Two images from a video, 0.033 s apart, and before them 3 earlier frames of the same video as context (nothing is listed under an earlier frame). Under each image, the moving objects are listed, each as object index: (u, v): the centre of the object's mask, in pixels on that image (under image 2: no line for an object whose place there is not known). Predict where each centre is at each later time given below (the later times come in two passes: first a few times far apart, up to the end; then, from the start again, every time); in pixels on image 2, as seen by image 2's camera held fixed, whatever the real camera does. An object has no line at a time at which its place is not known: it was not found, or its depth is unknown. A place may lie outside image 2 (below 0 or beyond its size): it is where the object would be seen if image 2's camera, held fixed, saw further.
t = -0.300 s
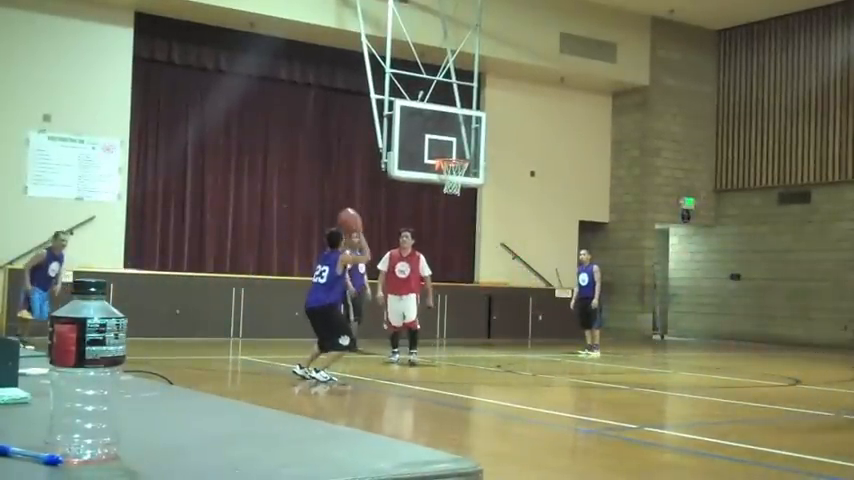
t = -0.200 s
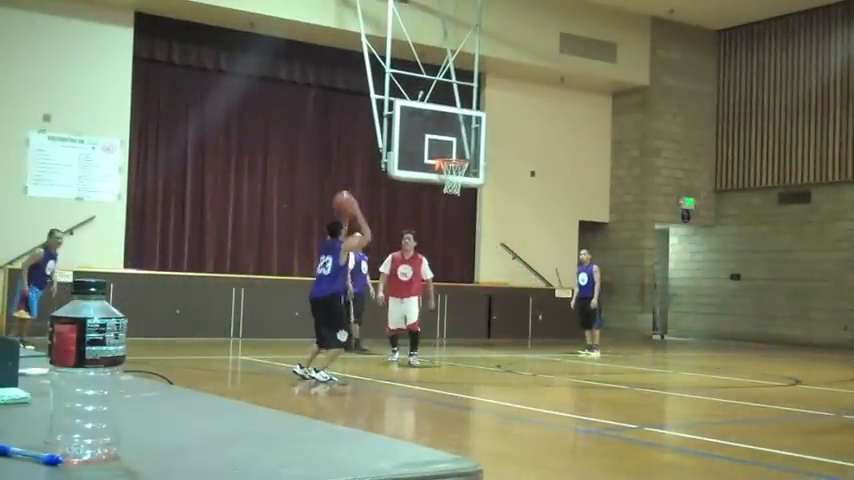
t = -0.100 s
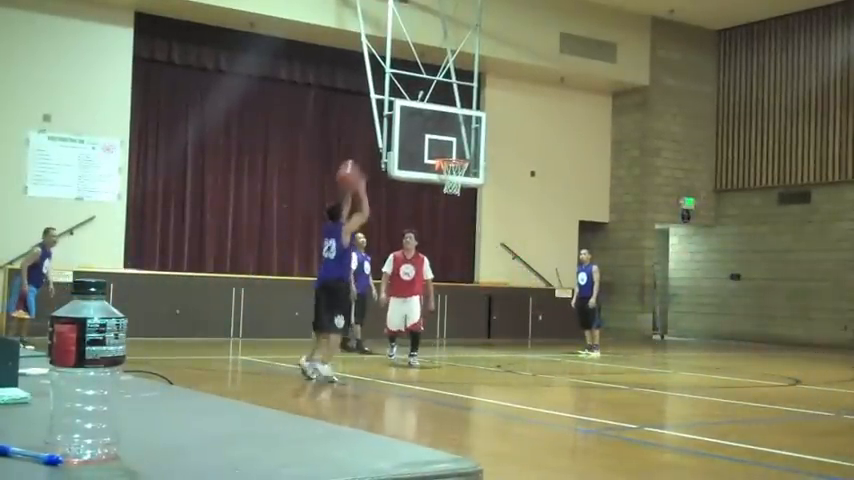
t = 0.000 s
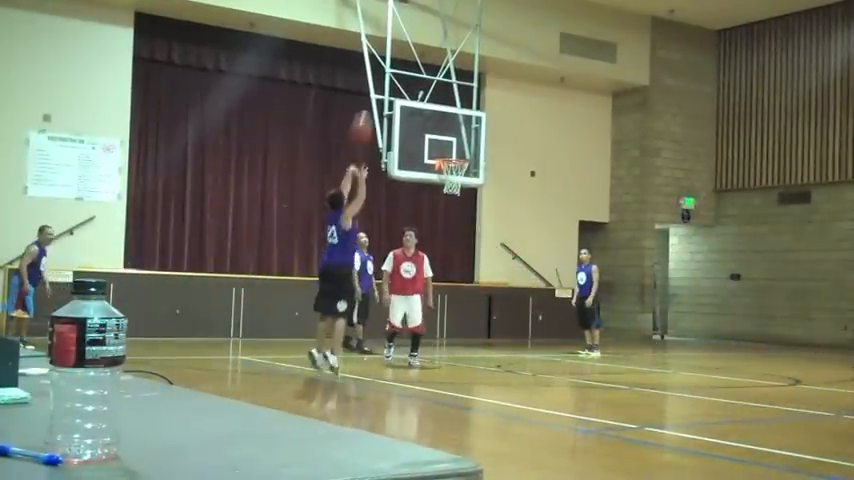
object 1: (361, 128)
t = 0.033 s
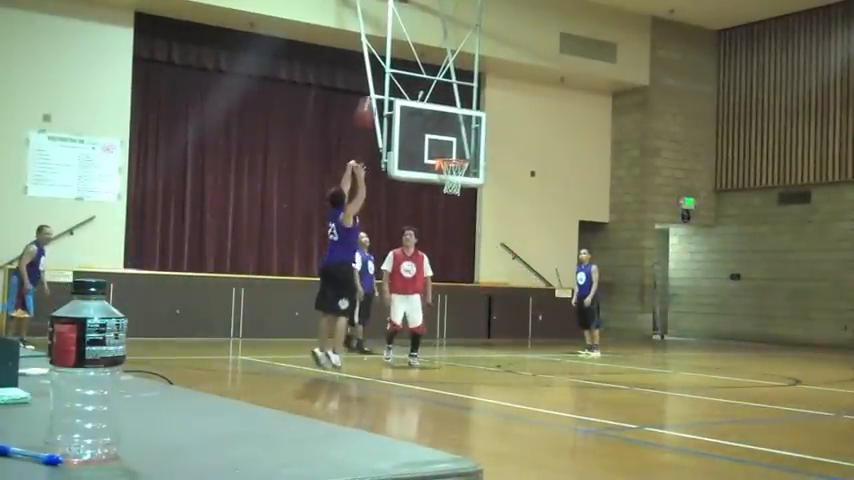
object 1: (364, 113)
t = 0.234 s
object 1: (392, 50)
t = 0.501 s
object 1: (418, 26)
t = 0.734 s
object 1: (435, 43)
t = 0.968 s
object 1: (448, 96)
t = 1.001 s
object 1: (450, 104)
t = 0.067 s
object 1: (370, 99)
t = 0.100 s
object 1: (376, 84)
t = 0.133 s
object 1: (380, 76)
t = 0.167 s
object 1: (384, 66)
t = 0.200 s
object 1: (389, 58)
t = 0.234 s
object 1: (392, 50)
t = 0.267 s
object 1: (392, 41)
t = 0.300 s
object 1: (399, 37)
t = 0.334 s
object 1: (402, 34)
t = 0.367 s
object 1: (405, 30)
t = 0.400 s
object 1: (409, 29)
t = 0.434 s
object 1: (412, 26)
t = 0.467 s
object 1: (415, 26)
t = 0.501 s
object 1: (418, 26)
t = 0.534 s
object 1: (420, 27)
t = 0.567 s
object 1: (423, 28)
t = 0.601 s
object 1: (425, 30)
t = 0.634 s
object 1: (427, 33)
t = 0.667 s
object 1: (430, 37)
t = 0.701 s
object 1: (433, 40)
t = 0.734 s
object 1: (435, 43)
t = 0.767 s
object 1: (437, 48)
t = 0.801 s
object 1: (439, 55)
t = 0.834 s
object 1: (440, 63)
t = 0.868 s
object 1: (442, 71)
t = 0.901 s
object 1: (444, 80)
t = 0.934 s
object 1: (446, 88)
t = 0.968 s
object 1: (448, 96)
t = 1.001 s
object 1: (450, 104)
